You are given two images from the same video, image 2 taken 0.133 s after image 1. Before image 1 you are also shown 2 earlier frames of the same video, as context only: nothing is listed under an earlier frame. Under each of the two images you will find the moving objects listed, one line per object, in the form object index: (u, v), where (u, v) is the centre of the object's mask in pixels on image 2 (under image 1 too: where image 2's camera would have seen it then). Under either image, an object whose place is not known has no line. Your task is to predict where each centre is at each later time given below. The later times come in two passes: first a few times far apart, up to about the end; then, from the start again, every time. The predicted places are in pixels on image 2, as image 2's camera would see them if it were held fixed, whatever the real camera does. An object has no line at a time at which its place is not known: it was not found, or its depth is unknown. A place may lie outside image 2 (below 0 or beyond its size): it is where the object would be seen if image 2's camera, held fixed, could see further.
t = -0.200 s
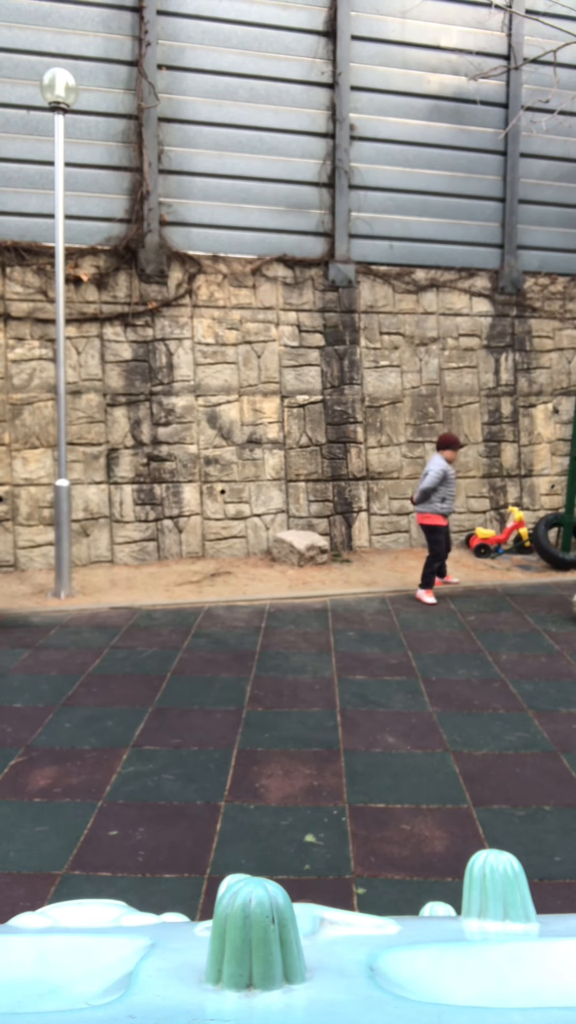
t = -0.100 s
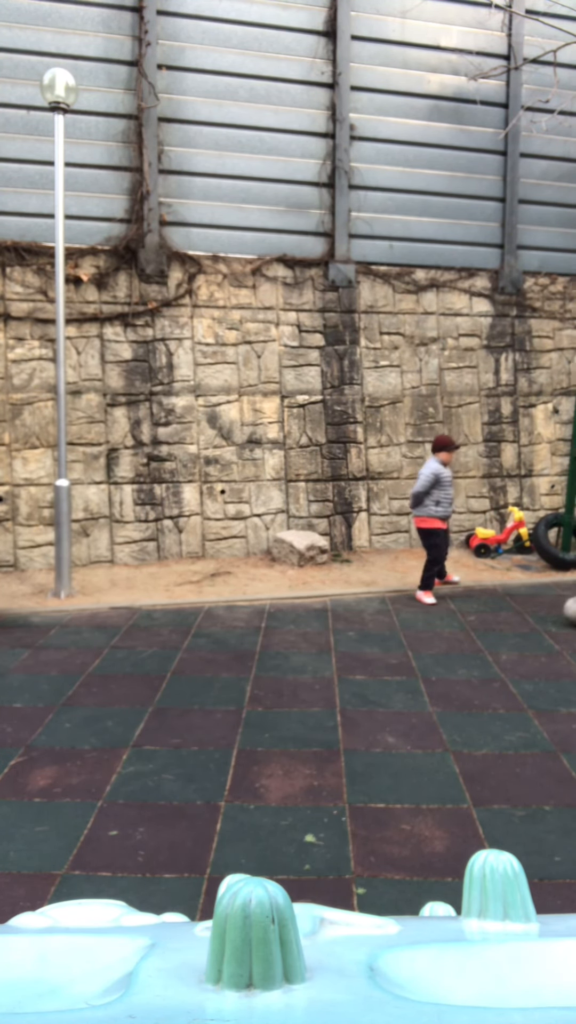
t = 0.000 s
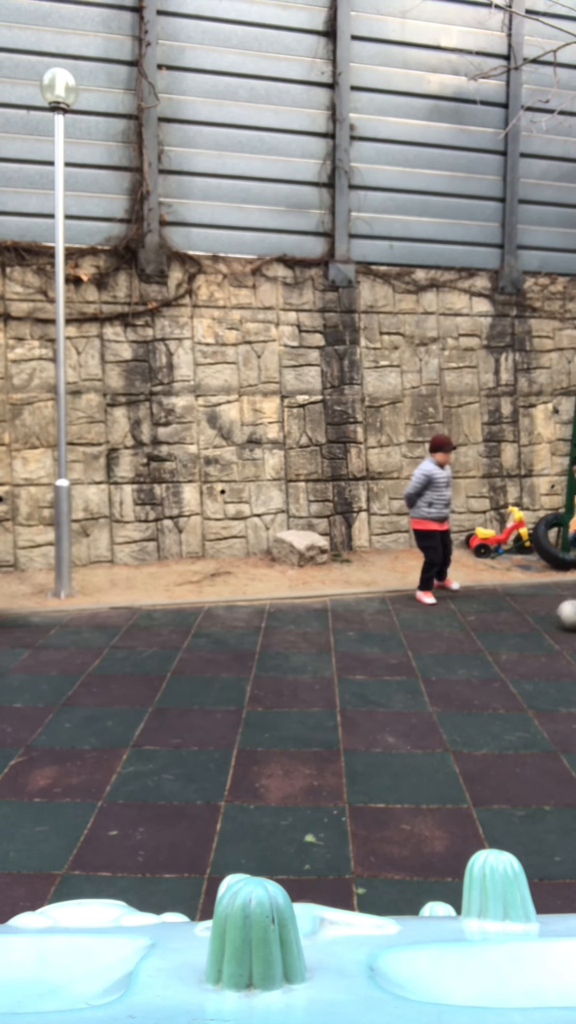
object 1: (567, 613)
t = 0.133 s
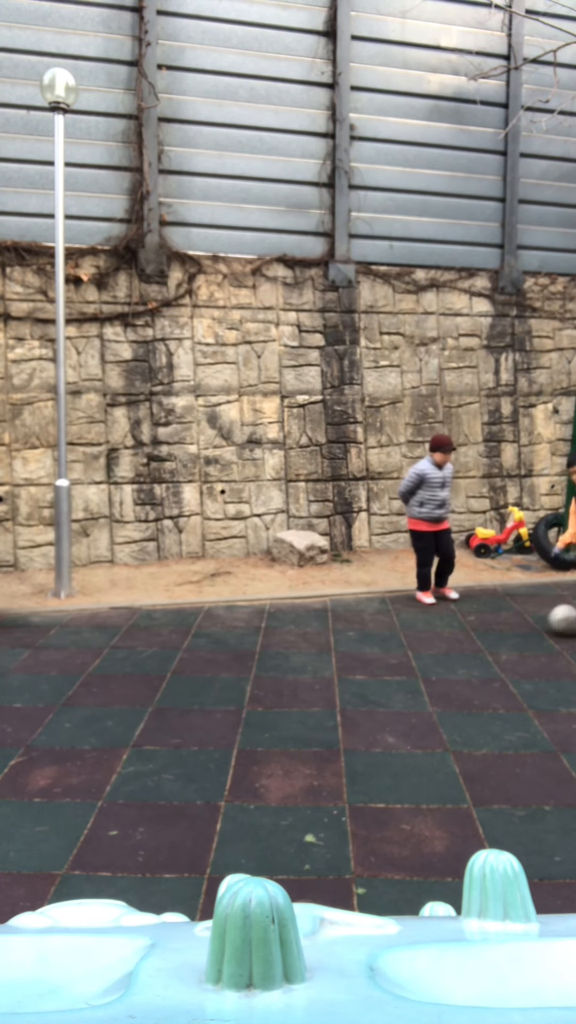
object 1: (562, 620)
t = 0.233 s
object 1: (555, 622)
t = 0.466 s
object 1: (540, 634)
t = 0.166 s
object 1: (561, 621)
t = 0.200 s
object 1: (557, 620)
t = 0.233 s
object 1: (555, 622)
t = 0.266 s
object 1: (555, 625)
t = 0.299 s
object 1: (553, 626)
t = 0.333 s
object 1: (550, 628)
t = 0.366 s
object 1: (545, 629)
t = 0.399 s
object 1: (544, 631)
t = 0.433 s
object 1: (542, 632)
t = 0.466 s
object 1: (540, 634)
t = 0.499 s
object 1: (537, 636)
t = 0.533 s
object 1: (534, 637)
